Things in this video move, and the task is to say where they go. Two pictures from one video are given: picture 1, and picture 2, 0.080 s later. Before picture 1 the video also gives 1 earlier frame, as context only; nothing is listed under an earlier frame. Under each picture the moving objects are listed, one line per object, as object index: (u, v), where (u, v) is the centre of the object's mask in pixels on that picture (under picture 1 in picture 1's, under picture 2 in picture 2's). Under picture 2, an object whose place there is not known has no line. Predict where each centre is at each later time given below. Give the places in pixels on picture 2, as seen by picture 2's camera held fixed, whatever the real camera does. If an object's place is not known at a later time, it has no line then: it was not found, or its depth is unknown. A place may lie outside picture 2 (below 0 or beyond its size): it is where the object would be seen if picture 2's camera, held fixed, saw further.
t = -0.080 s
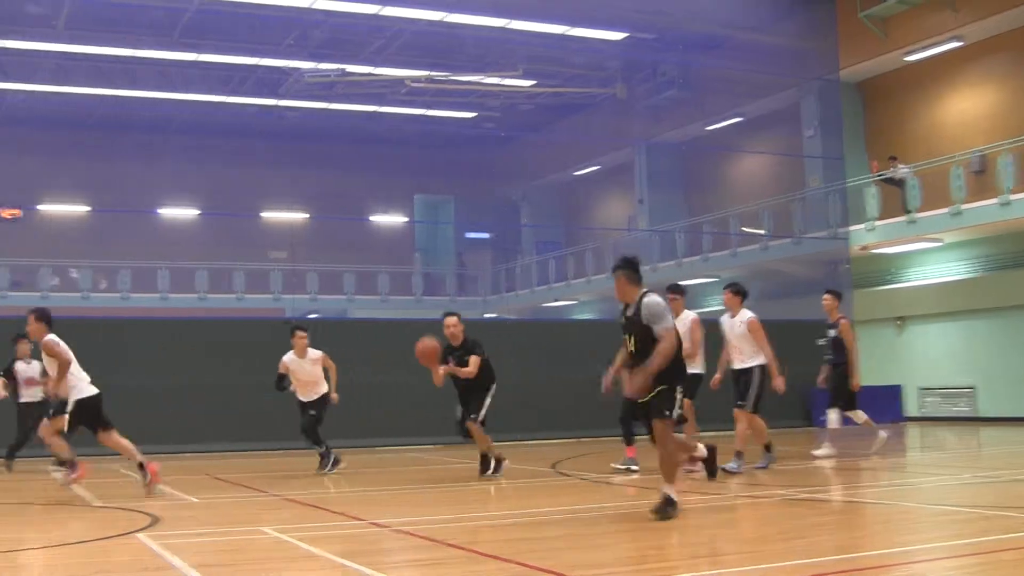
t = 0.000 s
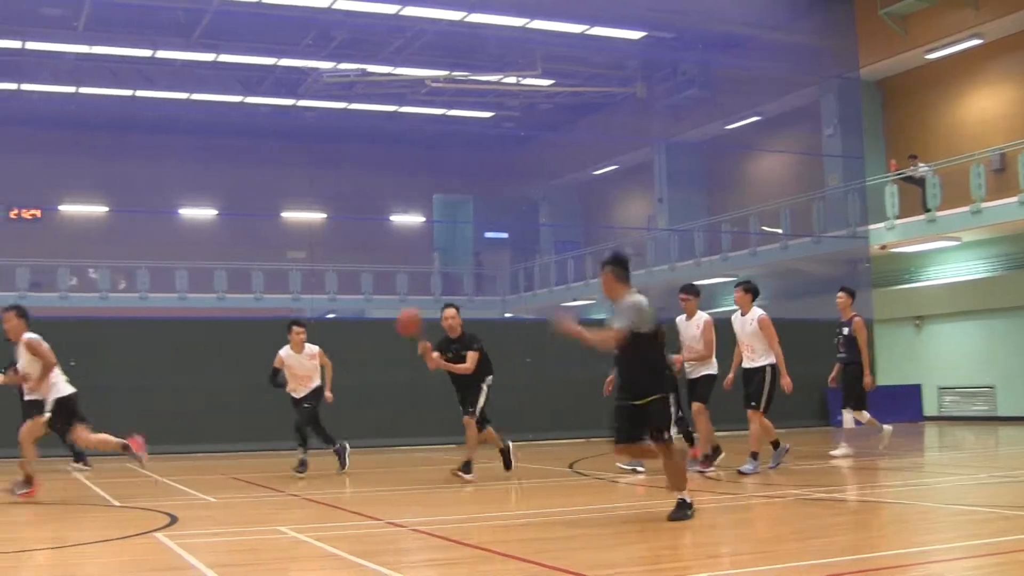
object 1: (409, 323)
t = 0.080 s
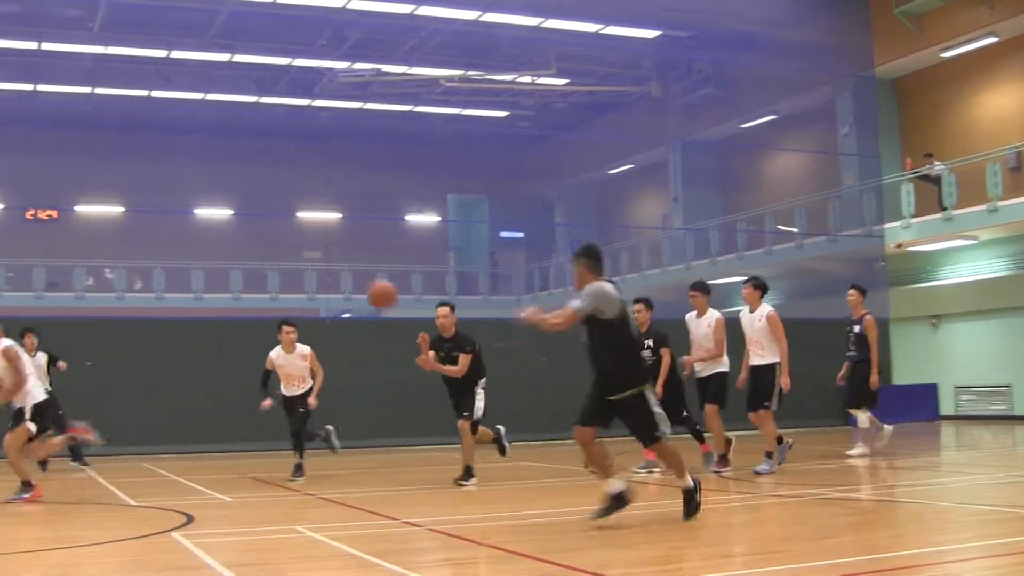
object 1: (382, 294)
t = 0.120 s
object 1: (358, 283)
